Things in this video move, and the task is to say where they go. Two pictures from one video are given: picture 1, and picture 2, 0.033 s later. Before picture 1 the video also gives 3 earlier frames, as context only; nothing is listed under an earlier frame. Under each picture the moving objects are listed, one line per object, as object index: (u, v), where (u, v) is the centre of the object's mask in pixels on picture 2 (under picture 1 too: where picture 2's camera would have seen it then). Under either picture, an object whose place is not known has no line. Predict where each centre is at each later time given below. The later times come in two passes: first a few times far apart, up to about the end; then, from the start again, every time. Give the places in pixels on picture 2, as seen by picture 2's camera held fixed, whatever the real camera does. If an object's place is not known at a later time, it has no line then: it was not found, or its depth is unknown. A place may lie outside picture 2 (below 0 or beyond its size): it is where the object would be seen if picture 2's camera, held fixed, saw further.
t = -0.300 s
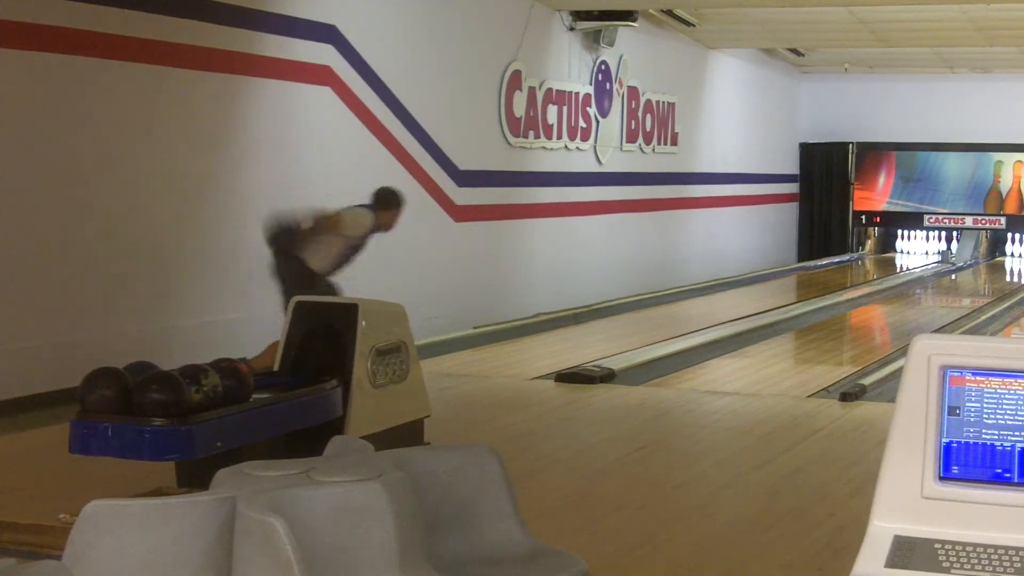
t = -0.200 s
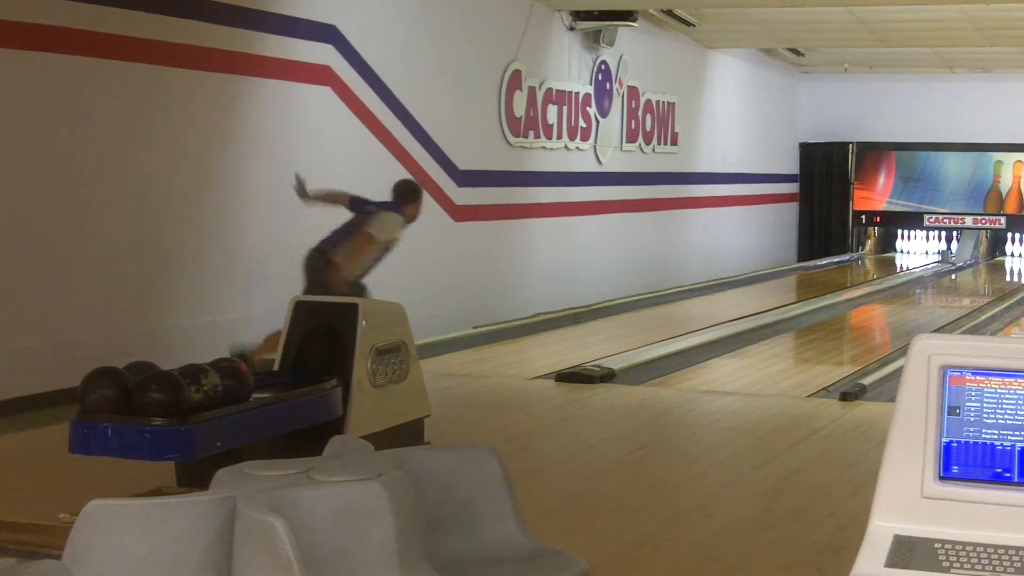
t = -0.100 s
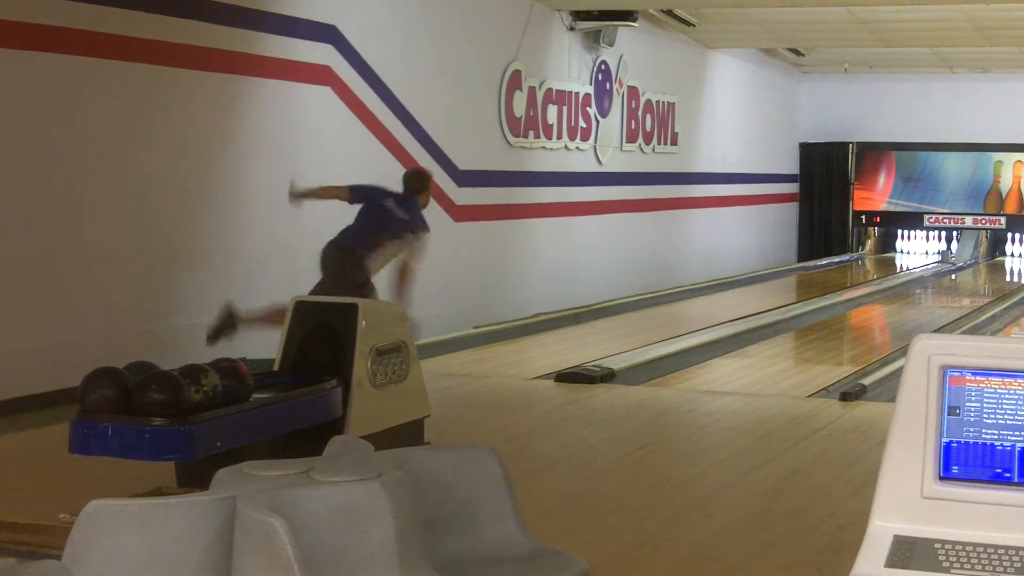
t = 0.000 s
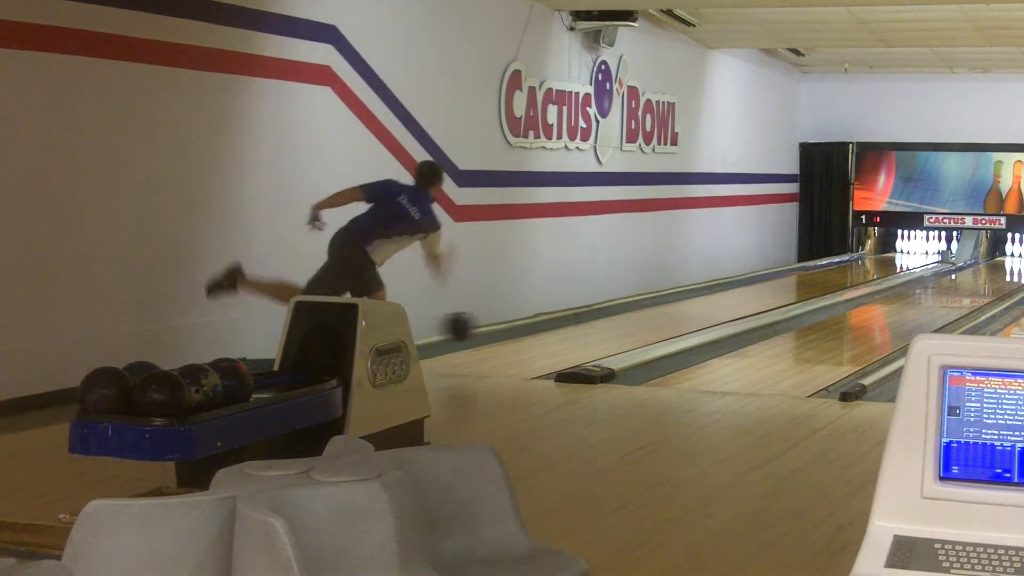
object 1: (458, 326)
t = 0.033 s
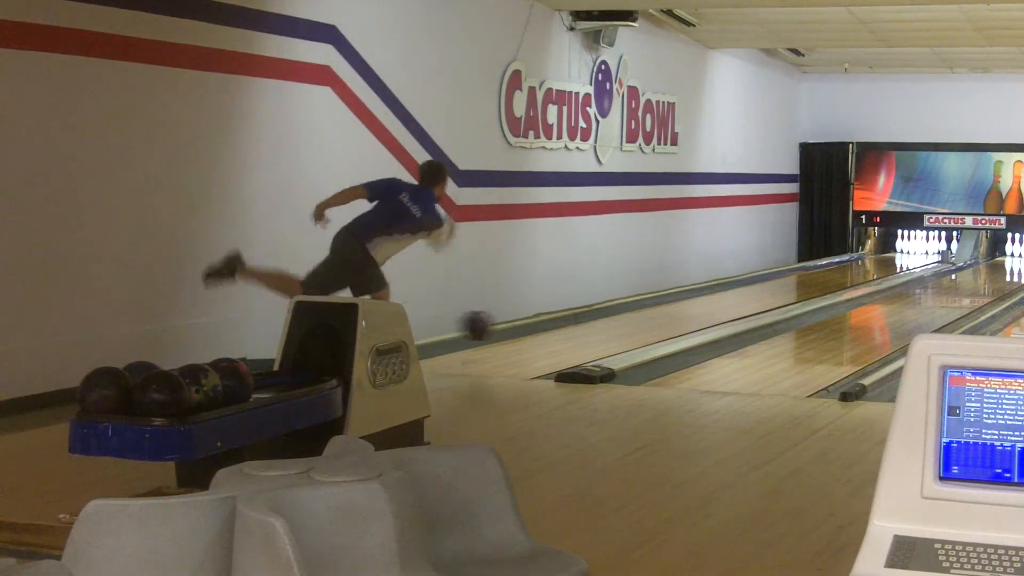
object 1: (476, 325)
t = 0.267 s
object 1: (586, 324)
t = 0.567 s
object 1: (689, 304)
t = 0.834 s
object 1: (758, 290)
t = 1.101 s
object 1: (812, 279)
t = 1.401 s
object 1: (860, 268)
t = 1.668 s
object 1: (891, 261)
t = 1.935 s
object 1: (912, 255)
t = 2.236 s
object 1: (925, 251)
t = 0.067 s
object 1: (494, 326)
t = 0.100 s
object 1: (512, 328)
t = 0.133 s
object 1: (527, 331)
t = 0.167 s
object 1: (543, 334)
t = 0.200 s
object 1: (557, 329)
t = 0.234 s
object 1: (572, 326)
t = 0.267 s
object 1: (586, 324)
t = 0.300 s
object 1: (599, 322)
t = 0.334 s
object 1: (612, 320)
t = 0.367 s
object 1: (625, 317)
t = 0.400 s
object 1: (636, 315)
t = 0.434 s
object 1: (648, 312)
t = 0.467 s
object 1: (659, 310)
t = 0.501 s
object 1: (669, 308)
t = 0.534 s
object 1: (679, 306)
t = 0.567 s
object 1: (689, 304)
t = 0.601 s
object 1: (699, 302)
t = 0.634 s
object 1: (708, 301)
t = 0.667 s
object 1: (717, 299)
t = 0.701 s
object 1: (726, 297)
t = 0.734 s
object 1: (734, 295)
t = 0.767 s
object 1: (742, 293)
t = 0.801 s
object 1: (750, 291)
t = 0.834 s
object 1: (758, 290)
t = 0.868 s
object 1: (765, 289)
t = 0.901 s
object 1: (773, 287)
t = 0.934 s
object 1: (780, 285)
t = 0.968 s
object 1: (786, 284)
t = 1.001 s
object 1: (794, 282)
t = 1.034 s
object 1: (800, 281)
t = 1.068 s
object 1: (805, 280)
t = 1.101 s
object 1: (812, 279)
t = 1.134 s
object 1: (817, 278)
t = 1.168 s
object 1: (822, 277)
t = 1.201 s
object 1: (828, 276)
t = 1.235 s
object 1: (834, 274)
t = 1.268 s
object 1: (839, 273)
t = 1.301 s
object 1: (844, 272)
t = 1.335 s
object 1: (850, 271)
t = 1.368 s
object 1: (855, 269)
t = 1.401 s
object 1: (860, 268)
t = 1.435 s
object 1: (863, 268)
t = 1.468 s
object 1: (868, 267)
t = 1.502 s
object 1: (871, 266)
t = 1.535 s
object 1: (875, 265)
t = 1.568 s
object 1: (880, 264)
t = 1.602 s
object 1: (884, 264)
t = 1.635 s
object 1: (888, 263)
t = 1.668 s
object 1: (891, 261)
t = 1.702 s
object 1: (893, 261)
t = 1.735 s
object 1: (897, 260)
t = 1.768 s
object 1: (900, 259)
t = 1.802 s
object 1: (902, 258)
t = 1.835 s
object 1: (905, 258)
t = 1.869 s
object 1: (909, 256)
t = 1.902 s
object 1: (910, 256)
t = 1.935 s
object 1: (912, 255)
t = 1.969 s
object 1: (915, 254)
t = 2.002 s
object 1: (917, 254)
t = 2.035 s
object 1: (918, 253)
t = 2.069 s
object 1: (920, 253)
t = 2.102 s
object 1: (921, 252)
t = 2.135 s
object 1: (922, 252)
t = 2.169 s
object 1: (923, 251)
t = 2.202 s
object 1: (924, 251)
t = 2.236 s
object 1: (925, 251)
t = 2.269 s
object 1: (927, 250)
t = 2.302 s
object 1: (927, 249)
